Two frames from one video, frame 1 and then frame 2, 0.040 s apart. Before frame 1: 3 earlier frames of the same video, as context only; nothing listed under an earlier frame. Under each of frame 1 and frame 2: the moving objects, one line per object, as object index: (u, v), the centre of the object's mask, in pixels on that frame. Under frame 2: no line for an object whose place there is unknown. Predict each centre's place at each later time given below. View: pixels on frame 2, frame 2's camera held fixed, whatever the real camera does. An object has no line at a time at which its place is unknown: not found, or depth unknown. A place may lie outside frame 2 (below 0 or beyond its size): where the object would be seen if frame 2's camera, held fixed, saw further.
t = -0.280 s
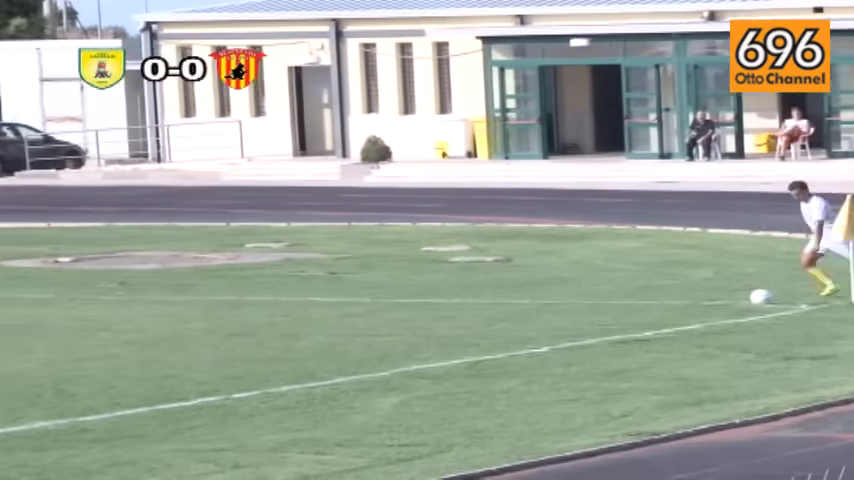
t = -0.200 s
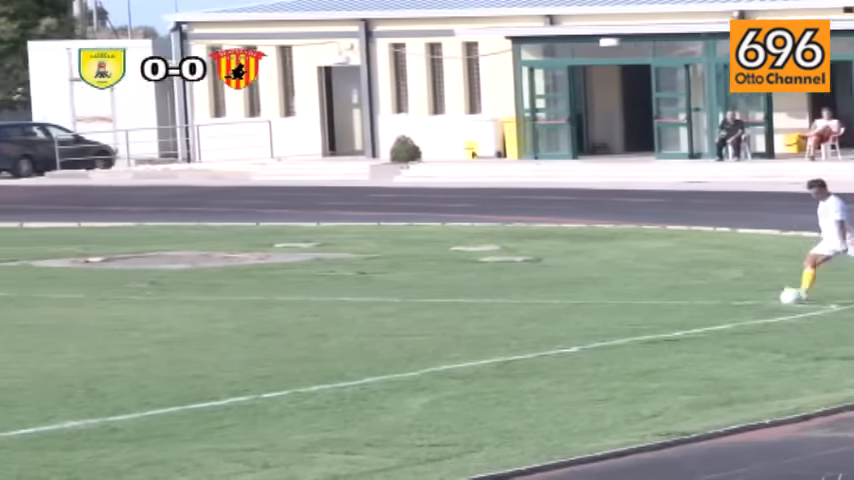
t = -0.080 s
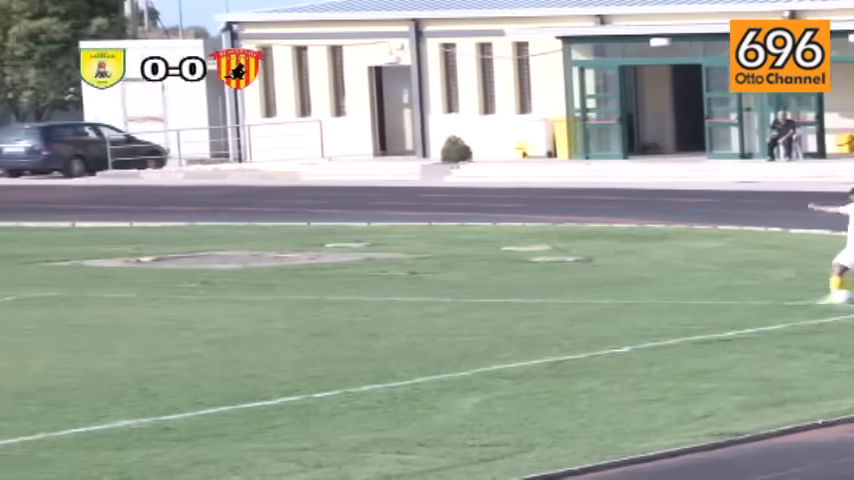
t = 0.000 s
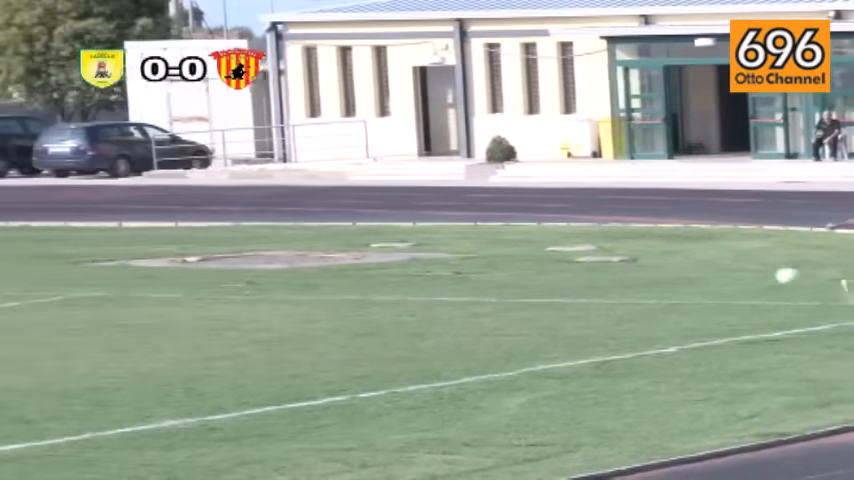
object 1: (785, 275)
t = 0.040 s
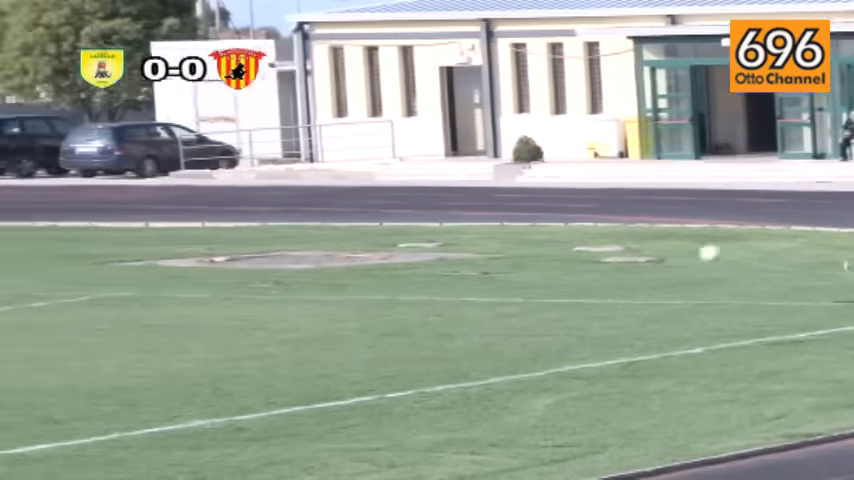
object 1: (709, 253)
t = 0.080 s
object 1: (608, 232)
